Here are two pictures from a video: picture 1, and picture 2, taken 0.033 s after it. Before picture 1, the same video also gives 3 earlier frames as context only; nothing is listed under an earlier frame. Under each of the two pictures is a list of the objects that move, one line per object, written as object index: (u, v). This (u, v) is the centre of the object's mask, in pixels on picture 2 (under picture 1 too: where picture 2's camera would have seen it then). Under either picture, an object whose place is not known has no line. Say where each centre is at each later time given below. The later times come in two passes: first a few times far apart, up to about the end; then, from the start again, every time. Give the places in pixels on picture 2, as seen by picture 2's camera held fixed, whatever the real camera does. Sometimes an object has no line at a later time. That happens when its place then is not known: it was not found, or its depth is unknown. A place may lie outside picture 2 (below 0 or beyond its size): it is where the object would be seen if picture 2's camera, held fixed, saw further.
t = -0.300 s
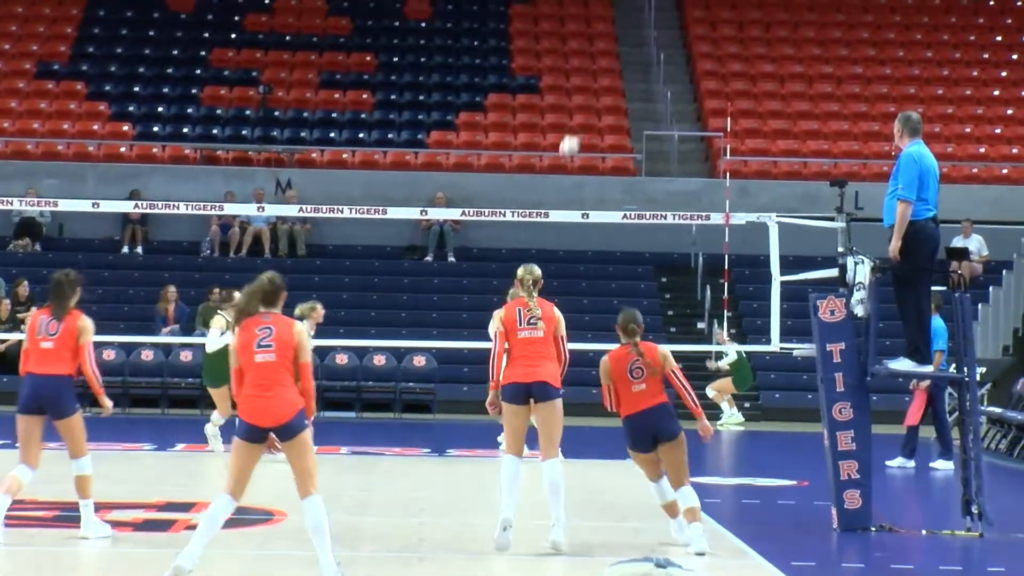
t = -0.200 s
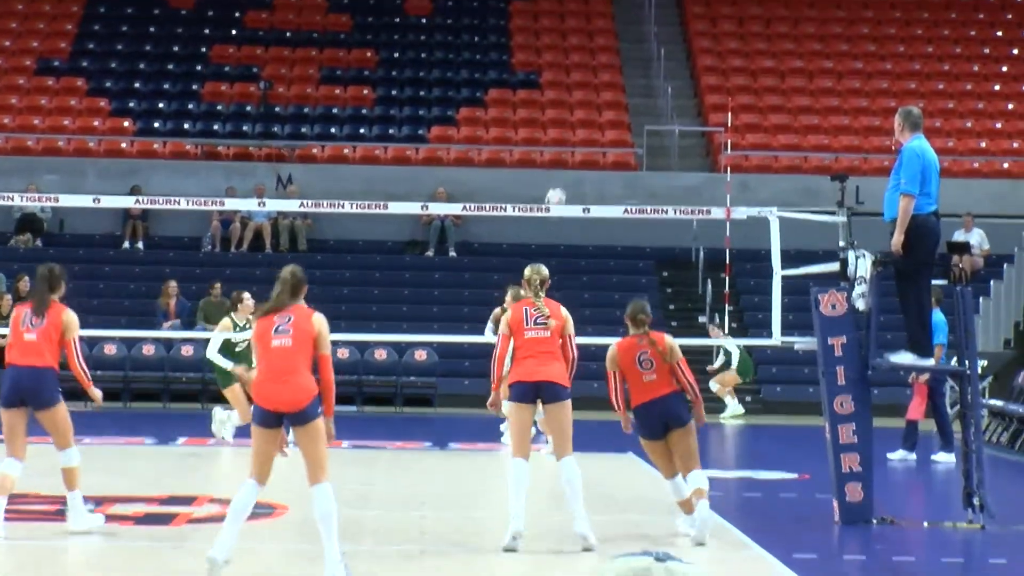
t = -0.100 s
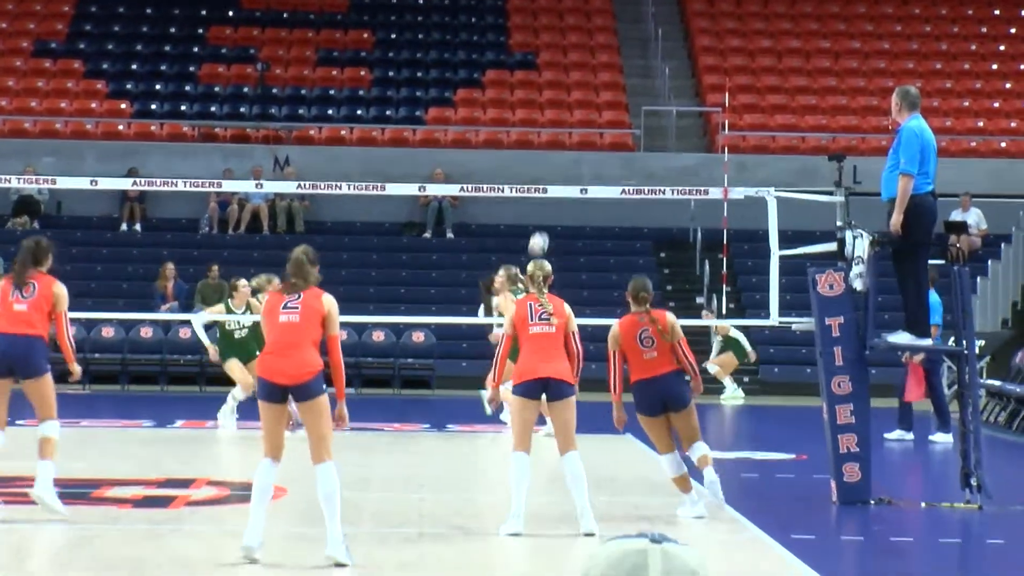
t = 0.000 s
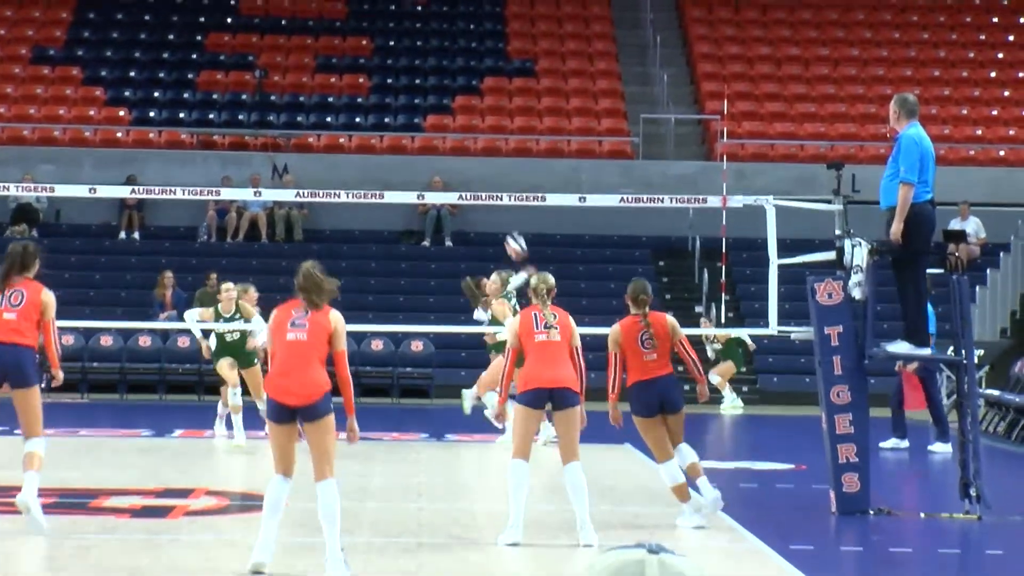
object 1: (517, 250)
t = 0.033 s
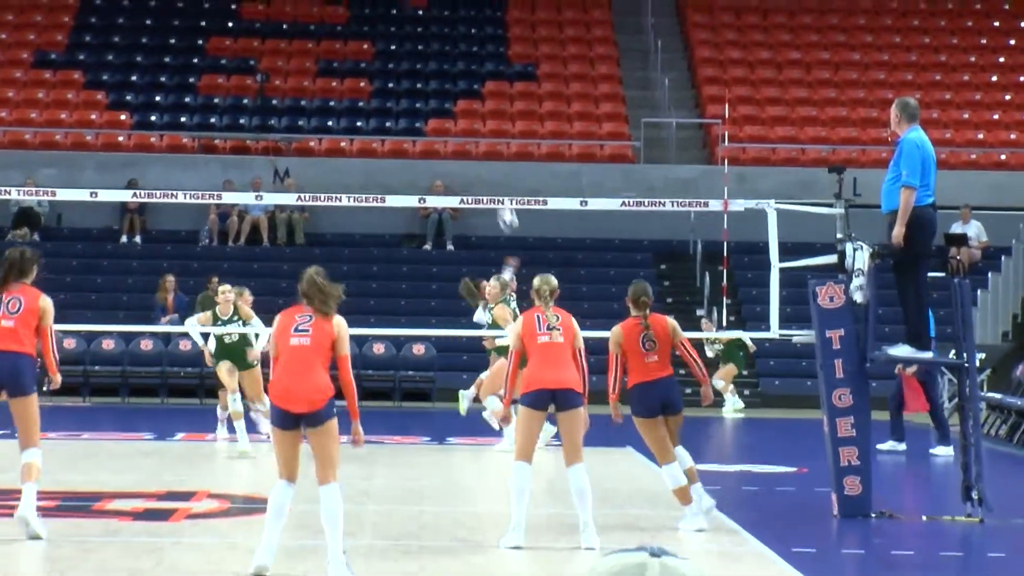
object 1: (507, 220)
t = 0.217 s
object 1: (450, 68)
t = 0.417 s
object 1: (375, -79)
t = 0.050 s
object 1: (503, 212)
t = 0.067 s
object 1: (497, 187)
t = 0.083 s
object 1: (492, 176)
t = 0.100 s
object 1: (487, 161)
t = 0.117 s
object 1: (482, 147)
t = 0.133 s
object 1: (476, 132)
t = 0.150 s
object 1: (471, 120)
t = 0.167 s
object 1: (466, 107)
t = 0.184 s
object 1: (460, 93)
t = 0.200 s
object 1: (455, 81)
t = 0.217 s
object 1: (450, 68)
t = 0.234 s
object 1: (444, 55)
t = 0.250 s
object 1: (438, 42)
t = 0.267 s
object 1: (432, 29)
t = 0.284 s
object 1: (426, 16)
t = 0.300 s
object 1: (420, 2)
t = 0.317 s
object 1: (413, -11)
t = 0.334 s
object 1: (407, -23)
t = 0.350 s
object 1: (401, -35)
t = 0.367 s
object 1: (395, -46)
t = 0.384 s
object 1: (388, -57)
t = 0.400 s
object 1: (381, -68)
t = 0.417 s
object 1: (375, -79)
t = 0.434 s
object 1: (367, -90)
